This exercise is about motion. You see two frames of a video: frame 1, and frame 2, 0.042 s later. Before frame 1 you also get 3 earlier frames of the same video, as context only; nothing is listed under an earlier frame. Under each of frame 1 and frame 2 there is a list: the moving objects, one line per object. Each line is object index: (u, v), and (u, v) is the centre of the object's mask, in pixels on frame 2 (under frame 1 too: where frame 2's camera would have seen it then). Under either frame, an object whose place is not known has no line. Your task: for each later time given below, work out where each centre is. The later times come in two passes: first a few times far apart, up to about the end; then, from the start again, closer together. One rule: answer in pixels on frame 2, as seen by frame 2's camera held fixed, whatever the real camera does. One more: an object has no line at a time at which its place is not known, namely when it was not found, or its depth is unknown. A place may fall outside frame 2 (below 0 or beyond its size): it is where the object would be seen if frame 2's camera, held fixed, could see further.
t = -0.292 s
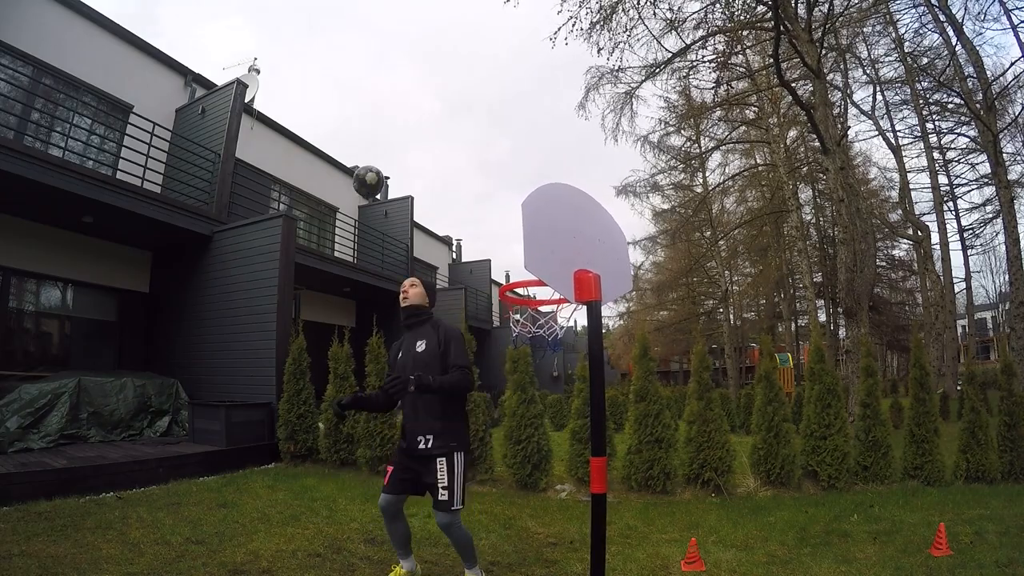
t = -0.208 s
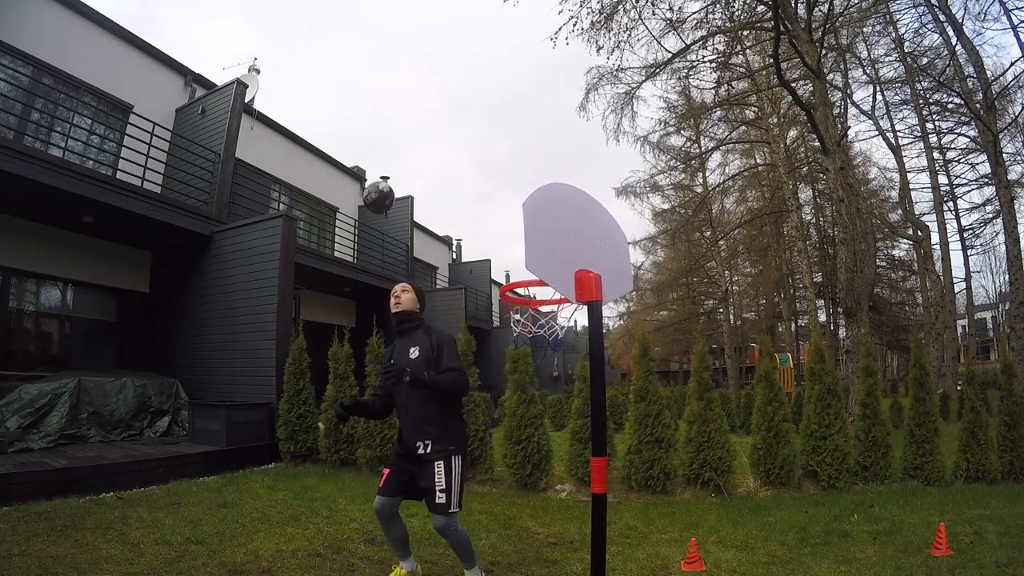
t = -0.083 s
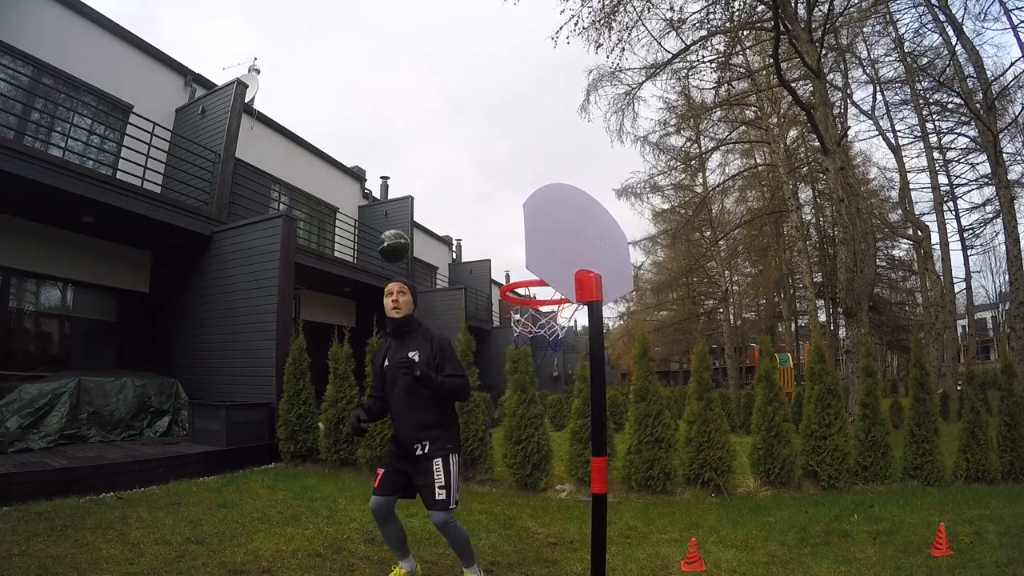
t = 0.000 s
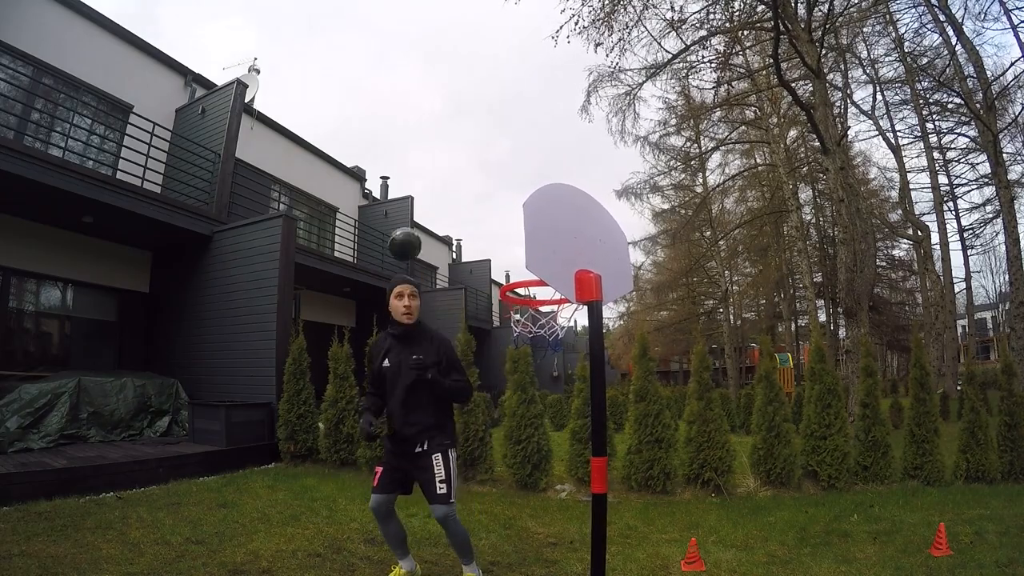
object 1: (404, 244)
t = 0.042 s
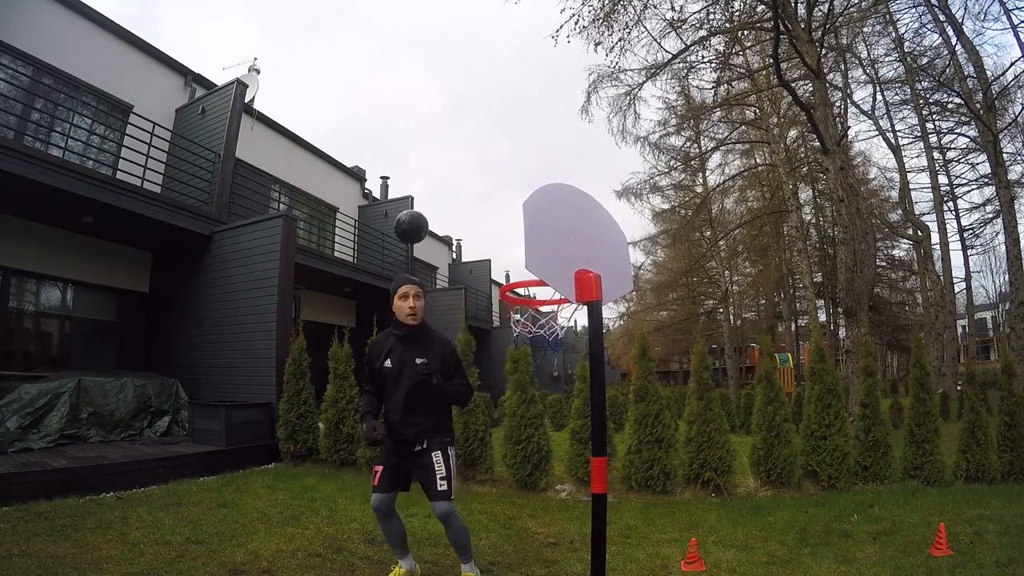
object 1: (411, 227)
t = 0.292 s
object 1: (462, 185)
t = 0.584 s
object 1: (570, 391)
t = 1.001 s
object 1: (613, 568)
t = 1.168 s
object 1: (613, 532)
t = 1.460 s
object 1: (616, 570)
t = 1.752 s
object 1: (617, 544)
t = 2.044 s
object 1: (621, 520)
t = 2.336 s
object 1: (624, 508)
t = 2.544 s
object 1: (628, 503)
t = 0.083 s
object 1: (418, 212)
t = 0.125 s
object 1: (425, 199)
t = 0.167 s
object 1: (433, 190)
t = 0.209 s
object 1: (442, 185)
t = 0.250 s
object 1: (451, 183)
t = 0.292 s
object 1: (462, 185)
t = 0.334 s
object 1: (474, 193)
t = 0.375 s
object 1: (487, 208)
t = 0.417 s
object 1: (501, 230)
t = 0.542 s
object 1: (561, 343)
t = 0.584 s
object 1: (570, 391)
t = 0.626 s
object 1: (578, 447)
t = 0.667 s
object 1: (582, 506)
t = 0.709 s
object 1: (590, 556)
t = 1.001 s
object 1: (613, 568)
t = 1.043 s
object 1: (614, 559)
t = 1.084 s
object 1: (613, 546)
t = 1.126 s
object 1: (613, 537)
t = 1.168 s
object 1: (613, 532)
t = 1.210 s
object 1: (614, 531)
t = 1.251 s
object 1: (614, 535)
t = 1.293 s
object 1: (592, 542)
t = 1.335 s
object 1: (592, 551)
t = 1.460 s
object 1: (616, 570)
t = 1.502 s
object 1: (616, 560)
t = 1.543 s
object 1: (616, 550)
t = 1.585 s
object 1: (616, 545)
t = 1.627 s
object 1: (616, 542)
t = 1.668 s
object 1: (615, 543)
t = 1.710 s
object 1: (616, 546)
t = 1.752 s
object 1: (617, 544)
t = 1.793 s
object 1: (617, 537)
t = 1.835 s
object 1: (617, 534)
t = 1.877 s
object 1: (619, 532)
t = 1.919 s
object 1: (619, 530)
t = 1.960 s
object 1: (620, 526)
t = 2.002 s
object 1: (620, 523)
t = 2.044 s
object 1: (621, 520)
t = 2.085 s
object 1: (621, 518)
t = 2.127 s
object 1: (622, 517)
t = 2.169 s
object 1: (622, 516)
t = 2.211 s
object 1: (622, 512)
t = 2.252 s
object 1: (622, 510)
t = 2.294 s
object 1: (623, 509)
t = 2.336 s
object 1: (624, 508)
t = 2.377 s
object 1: (624, 506)
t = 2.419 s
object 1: (625, 506)
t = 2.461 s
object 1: (627, 505)
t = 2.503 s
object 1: (628, 504)
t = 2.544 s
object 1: (628, 503)
